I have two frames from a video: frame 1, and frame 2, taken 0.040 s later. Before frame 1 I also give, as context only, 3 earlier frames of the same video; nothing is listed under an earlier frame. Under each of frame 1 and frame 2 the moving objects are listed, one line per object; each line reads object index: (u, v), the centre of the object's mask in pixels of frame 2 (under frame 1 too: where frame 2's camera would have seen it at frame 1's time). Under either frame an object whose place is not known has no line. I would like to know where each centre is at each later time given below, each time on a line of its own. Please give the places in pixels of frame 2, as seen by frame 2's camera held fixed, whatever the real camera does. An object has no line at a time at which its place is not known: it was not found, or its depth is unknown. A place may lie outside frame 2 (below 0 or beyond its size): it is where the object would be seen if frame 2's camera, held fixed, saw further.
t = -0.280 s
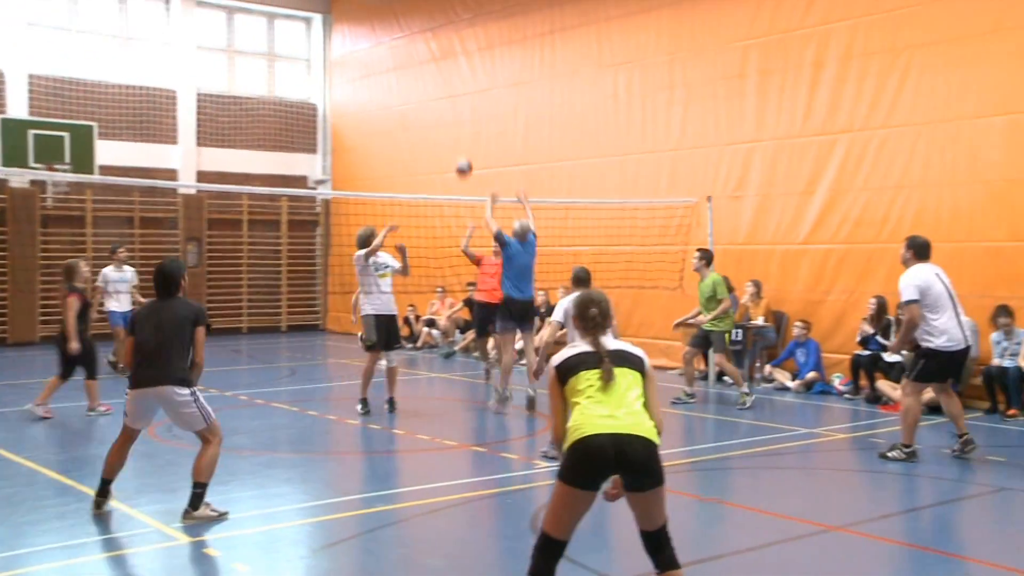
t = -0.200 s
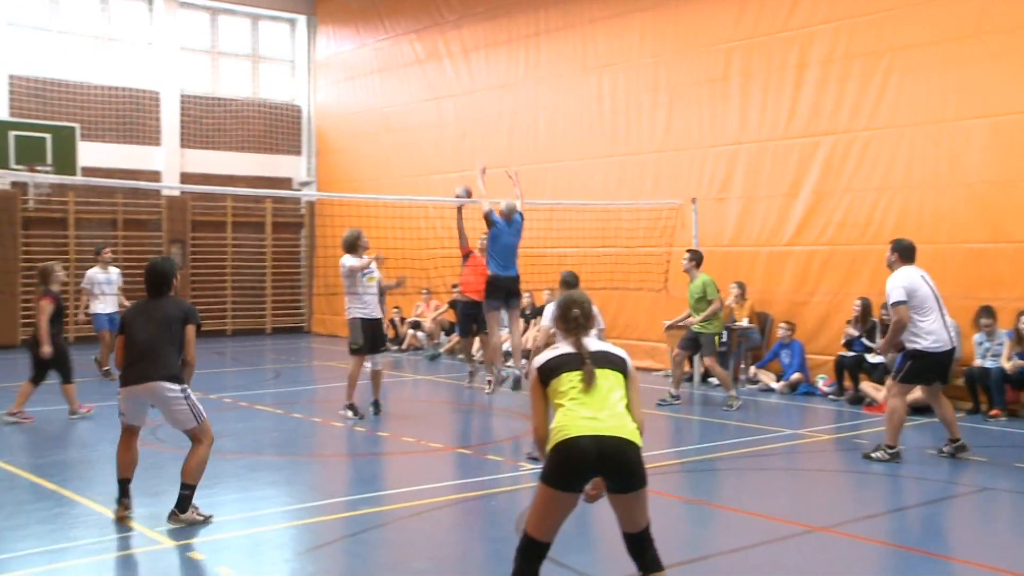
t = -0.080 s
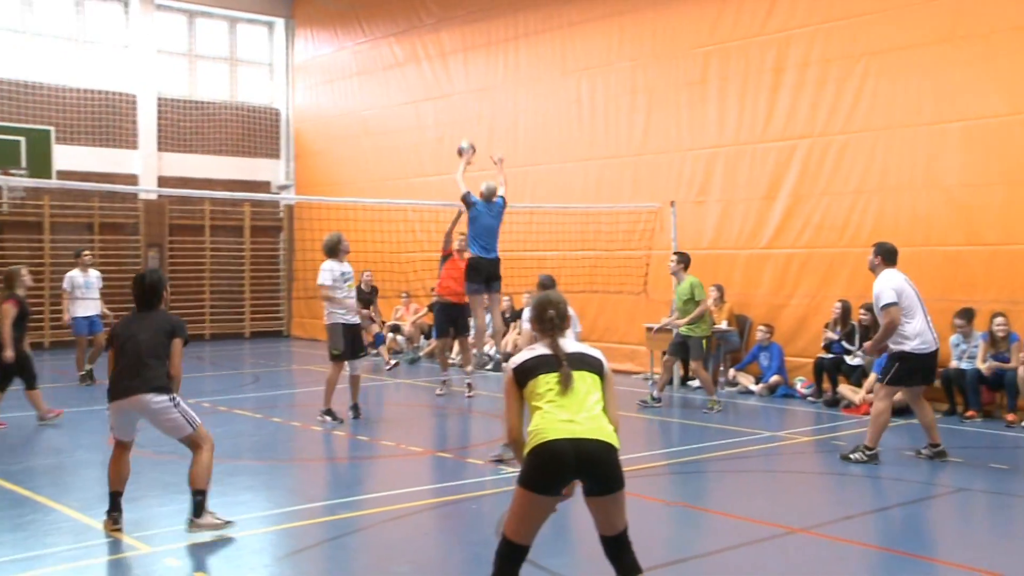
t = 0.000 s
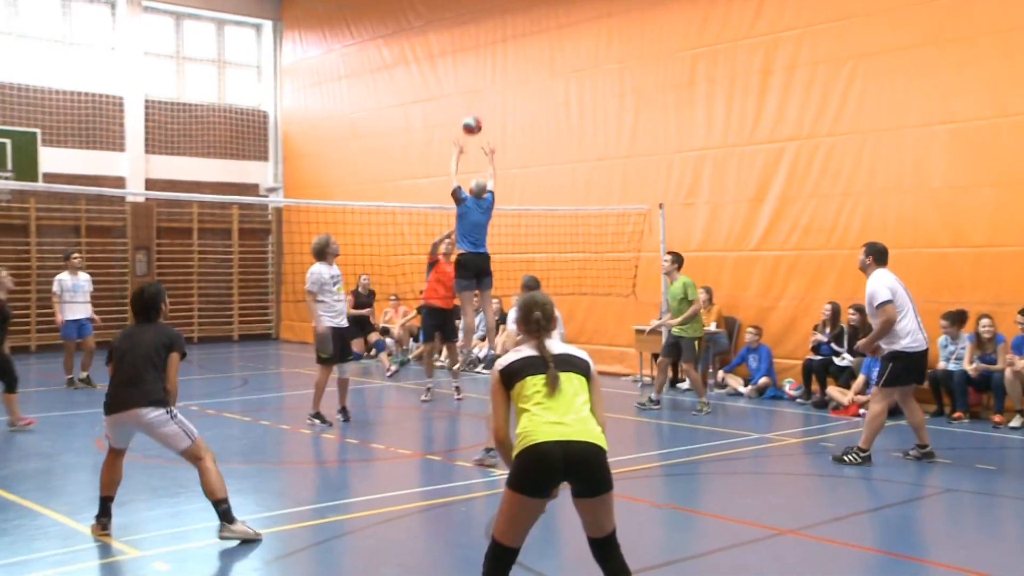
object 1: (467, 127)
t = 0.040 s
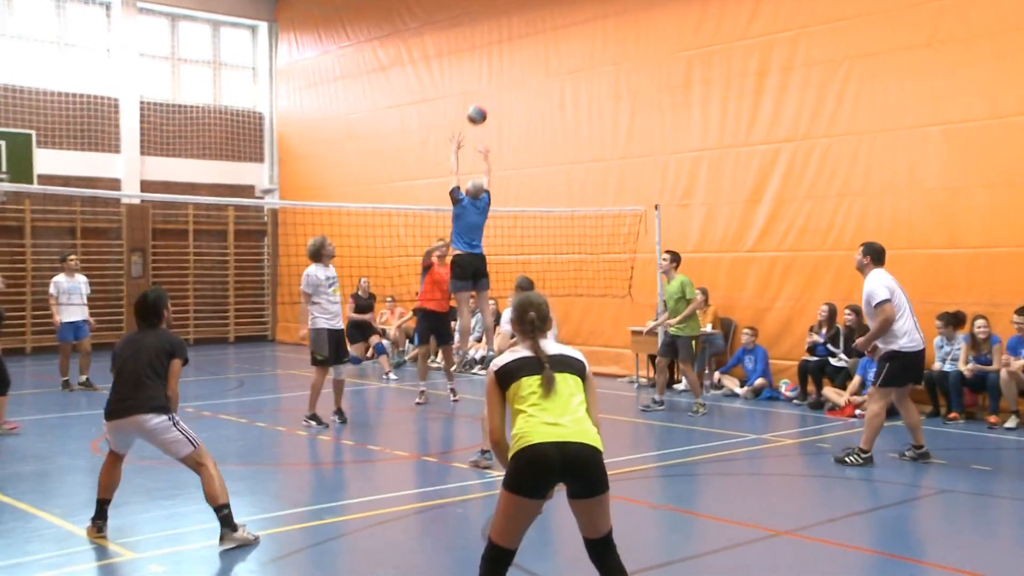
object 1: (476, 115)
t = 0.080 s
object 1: (486, 104)
